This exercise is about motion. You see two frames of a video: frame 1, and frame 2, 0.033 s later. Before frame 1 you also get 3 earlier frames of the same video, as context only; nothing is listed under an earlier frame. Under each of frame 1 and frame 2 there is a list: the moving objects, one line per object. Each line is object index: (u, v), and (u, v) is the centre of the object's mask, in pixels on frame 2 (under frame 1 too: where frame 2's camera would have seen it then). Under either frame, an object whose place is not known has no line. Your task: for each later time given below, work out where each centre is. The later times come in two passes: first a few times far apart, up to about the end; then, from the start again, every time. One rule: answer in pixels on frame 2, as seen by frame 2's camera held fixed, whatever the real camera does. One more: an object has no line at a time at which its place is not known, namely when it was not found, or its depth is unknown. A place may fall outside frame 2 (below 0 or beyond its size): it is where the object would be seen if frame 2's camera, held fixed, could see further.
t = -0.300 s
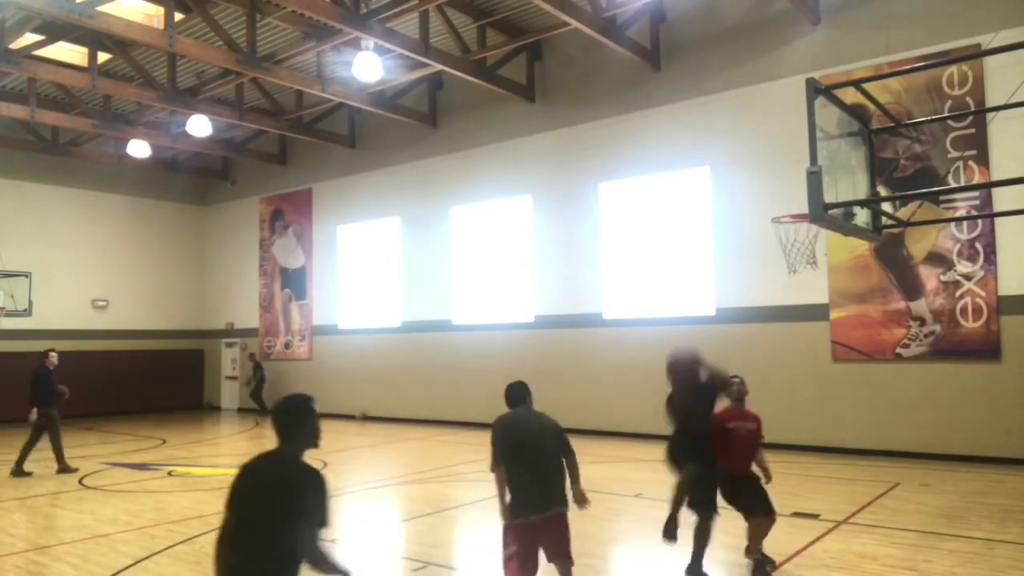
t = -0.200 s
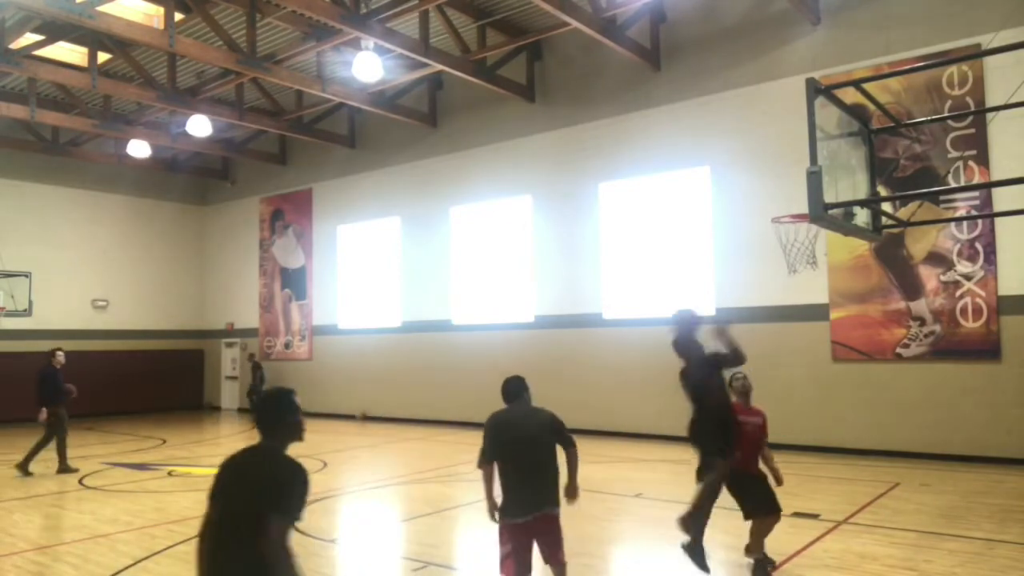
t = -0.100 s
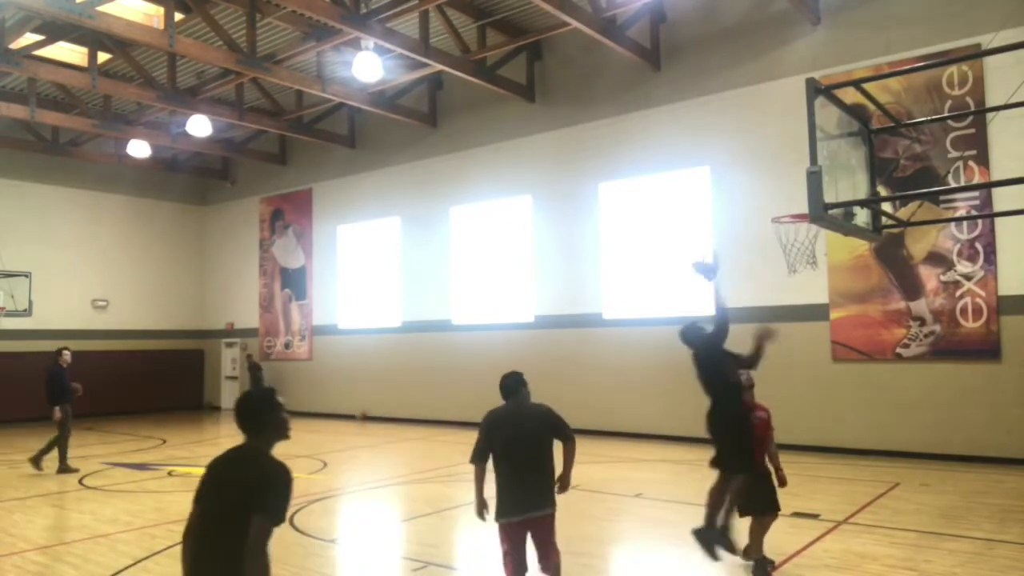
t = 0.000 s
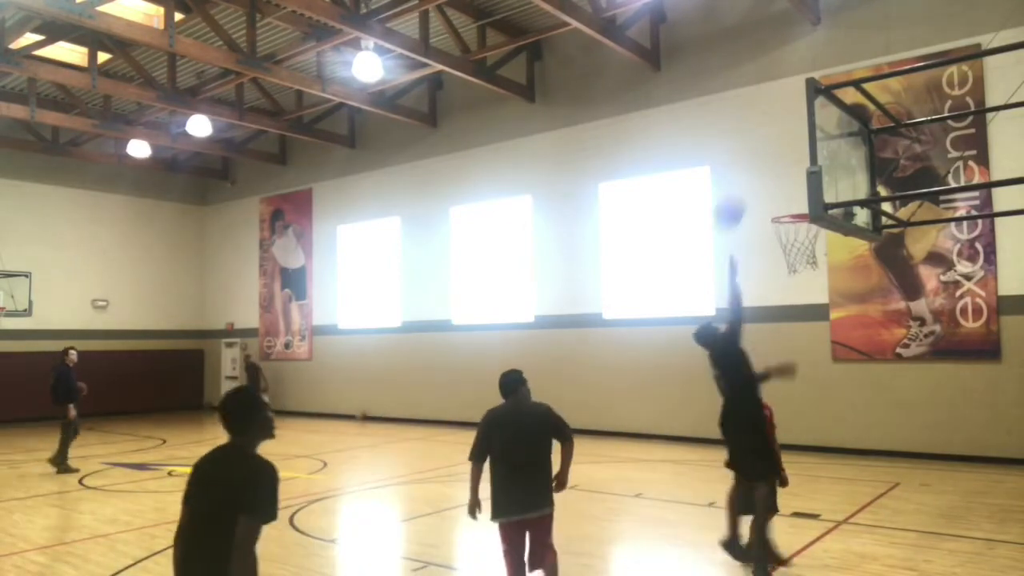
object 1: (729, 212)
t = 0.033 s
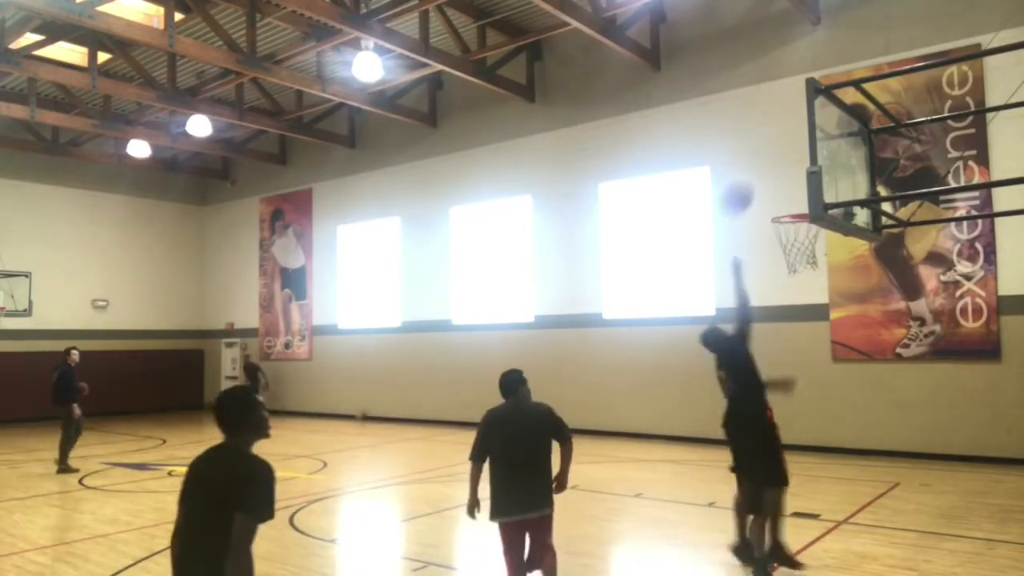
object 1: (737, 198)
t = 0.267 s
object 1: (795, 137)
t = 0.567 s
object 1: (794, 175)
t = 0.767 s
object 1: (794, 241)
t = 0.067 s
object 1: (747, 184)
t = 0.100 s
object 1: (755, 172)
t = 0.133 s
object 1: (764, 162)
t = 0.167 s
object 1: (772, 153)
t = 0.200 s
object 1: (780, 146)
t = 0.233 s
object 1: (789, 141)
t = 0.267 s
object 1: (795, 137)
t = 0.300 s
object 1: (800, 134)
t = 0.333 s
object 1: (814, 131)
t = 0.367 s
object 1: (813, 133)
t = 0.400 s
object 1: (809, 137)
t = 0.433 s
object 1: (801, 143)
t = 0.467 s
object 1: (800, 150)
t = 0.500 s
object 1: (798, 157)
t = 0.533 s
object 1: (796, 166)
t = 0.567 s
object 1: (794, 175)
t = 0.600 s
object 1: (792, 186)
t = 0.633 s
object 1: (790, 197)
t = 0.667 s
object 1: (787, 210)
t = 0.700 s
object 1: (786, 222)
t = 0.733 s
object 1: (790, 230)
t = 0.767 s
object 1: (794, 241)
